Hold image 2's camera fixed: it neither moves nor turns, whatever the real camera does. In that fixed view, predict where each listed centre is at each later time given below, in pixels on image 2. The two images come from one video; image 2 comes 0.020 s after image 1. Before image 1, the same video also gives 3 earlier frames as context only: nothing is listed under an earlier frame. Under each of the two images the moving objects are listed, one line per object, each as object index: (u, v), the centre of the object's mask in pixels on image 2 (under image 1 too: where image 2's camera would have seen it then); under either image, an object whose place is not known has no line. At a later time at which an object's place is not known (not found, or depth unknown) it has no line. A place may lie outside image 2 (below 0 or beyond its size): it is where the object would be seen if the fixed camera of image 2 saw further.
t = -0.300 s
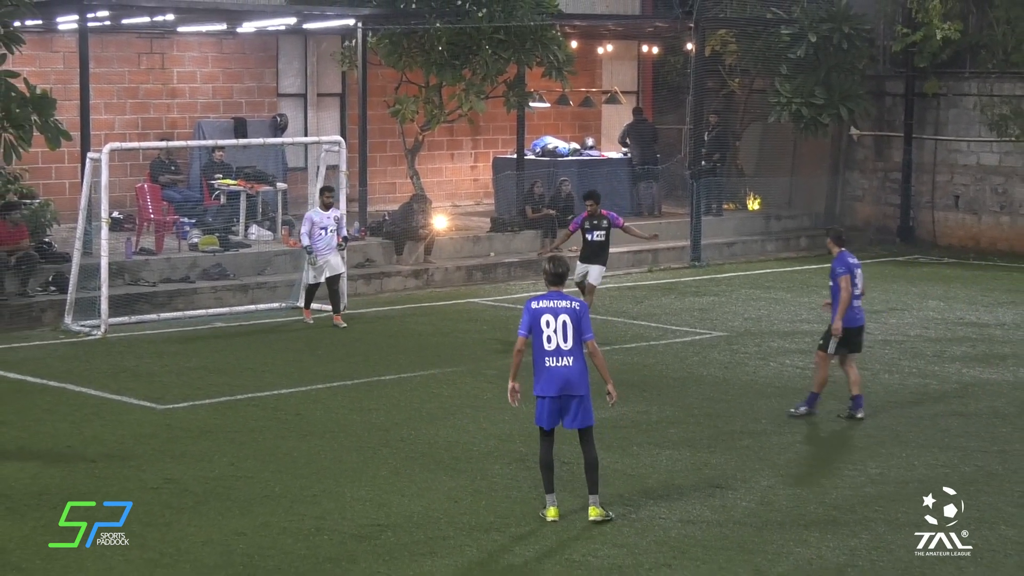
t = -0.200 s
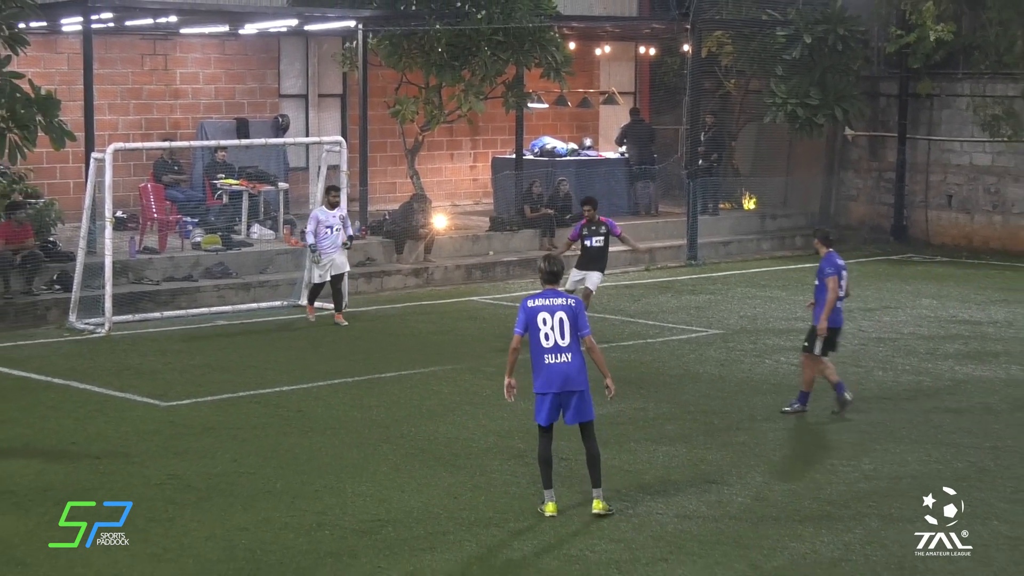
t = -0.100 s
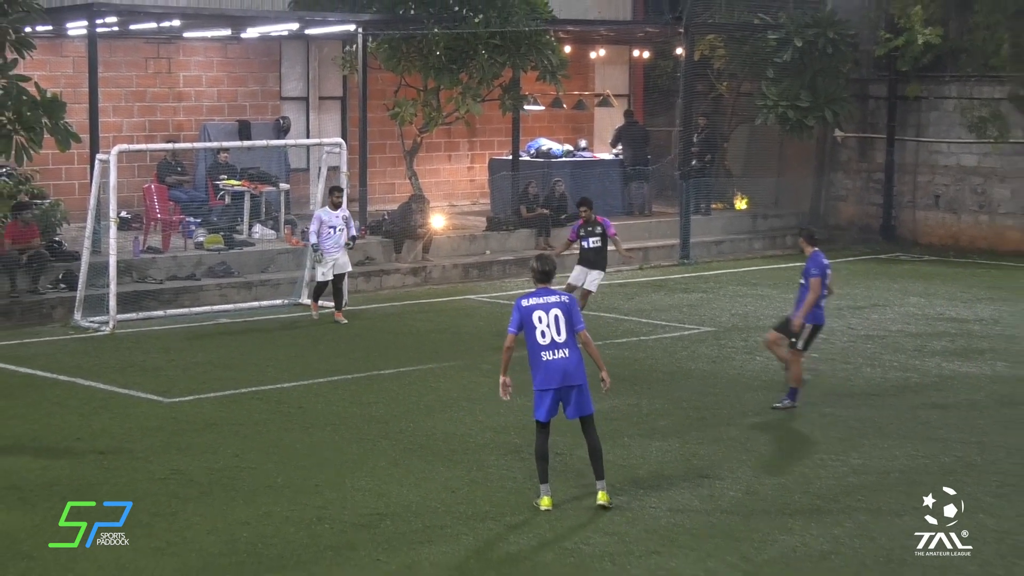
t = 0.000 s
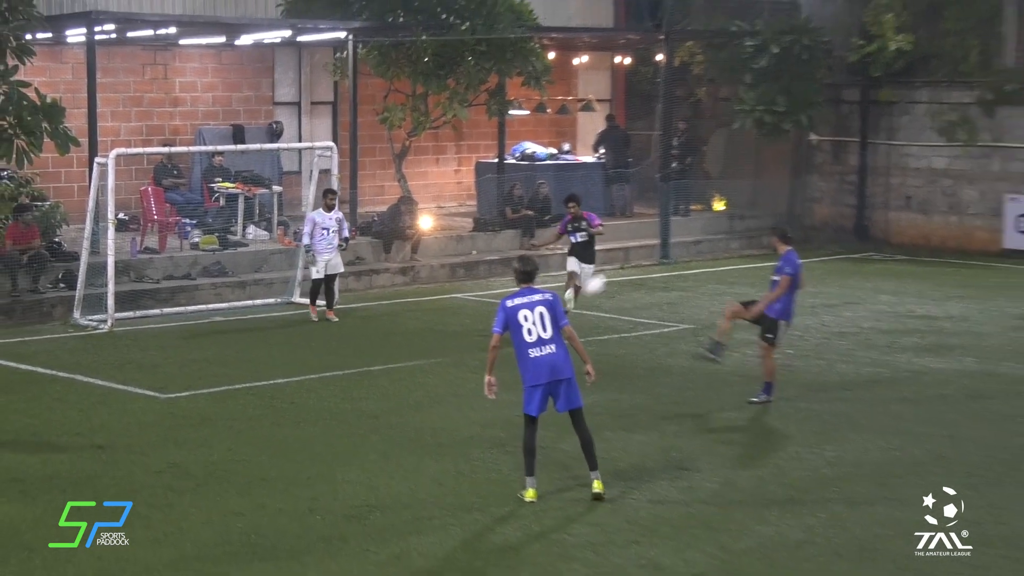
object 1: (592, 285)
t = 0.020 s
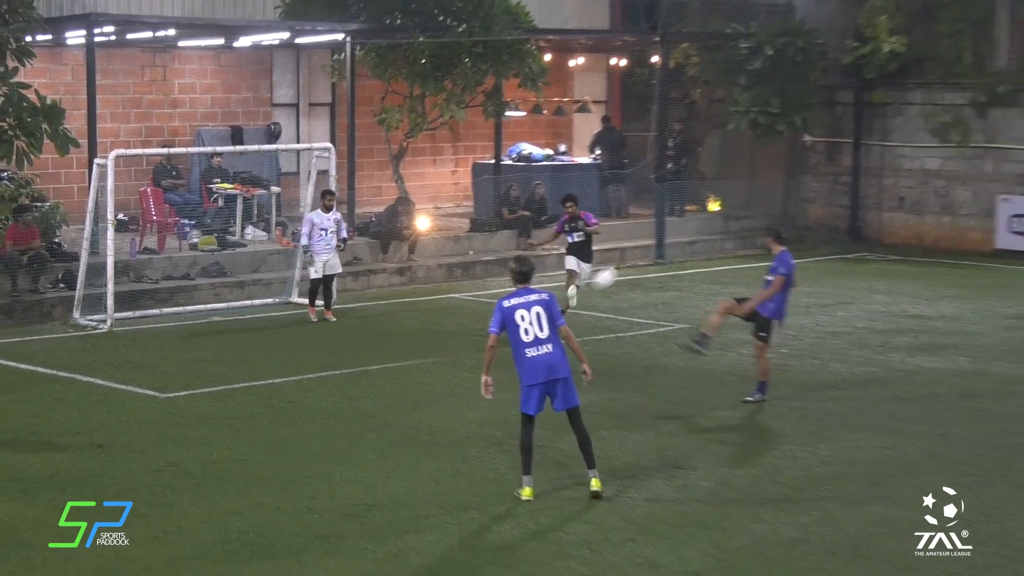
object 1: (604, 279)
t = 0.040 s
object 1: (619, 270)
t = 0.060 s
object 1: (632, 263)
